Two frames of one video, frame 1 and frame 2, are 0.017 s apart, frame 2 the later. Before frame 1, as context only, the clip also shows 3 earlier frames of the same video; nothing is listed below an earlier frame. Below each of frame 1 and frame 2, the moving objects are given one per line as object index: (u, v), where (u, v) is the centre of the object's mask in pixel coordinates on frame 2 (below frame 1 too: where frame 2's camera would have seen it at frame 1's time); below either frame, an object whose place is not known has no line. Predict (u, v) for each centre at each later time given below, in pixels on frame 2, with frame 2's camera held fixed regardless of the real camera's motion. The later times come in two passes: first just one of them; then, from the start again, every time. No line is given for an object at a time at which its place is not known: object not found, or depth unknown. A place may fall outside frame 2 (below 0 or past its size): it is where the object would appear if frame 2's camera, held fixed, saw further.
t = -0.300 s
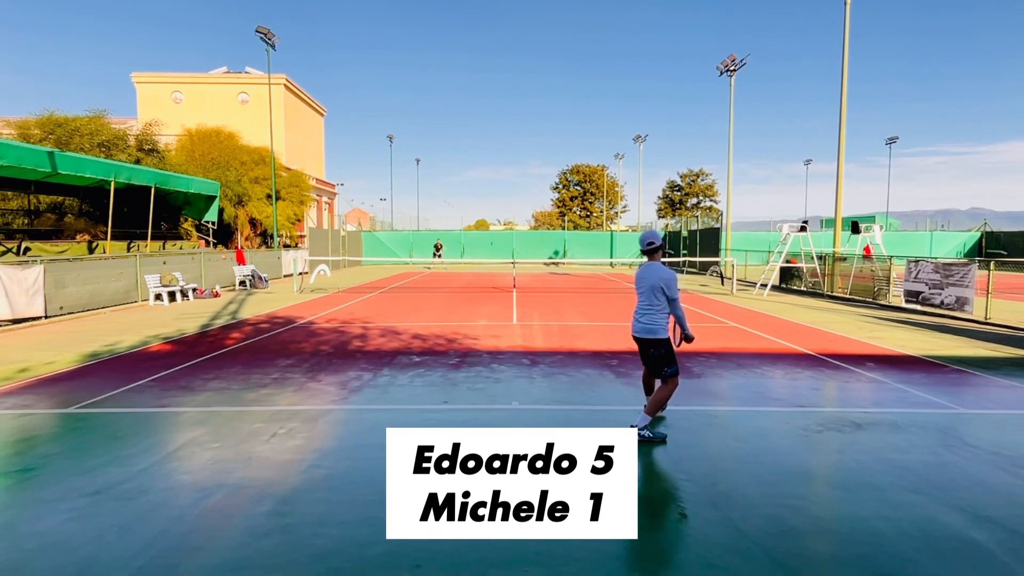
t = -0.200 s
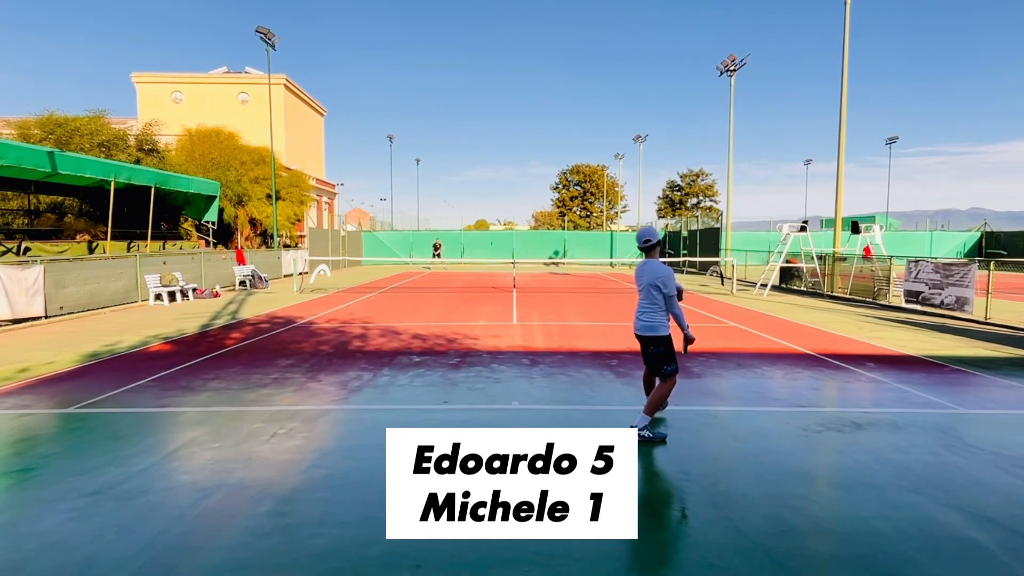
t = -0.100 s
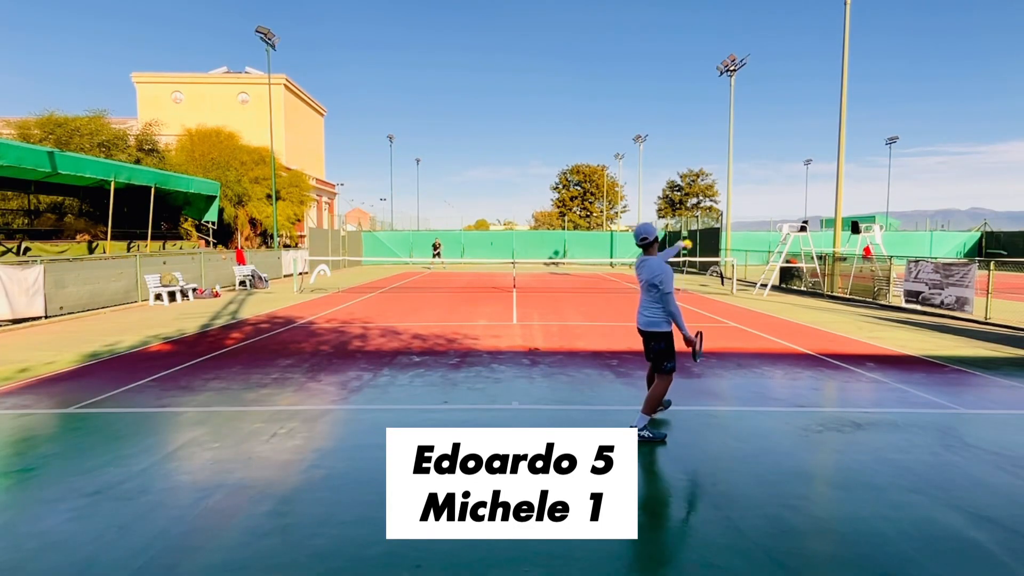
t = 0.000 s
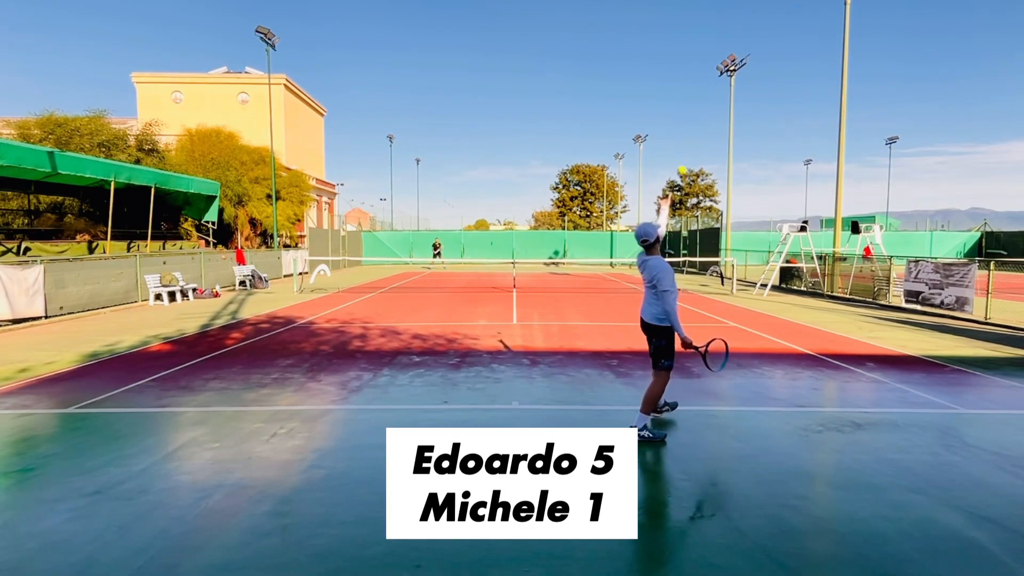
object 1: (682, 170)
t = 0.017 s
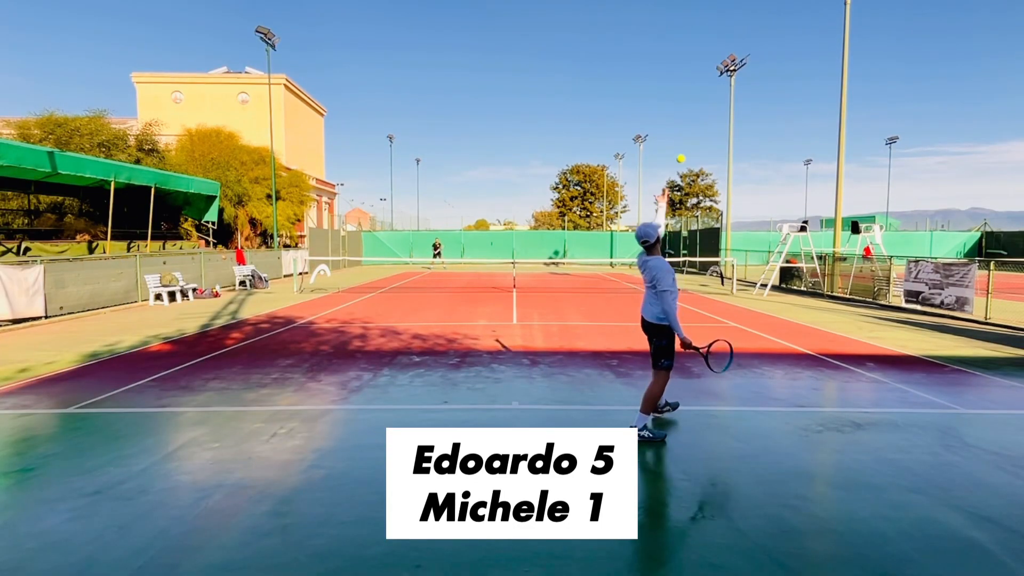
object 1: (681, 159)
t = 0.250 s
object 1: (666, 37)
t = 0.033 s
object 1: (680, 148)
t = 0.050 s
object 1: (678, 137)
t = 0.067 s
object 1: (678, 127)
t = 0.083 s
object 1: (677, 117)
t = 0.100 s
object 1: (675, 107)
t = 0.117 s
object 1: (675, 98)
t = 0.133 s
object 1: (673, 89)
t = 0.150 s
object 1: (672, 81)
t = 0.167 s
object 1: (672, 73)
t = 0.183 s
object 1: (670, 65)
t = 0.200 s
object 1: (669, 58)
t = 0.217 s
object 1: (669, 50)
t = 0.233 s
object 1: (667, 43)
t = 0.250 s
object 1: (666, 37)
